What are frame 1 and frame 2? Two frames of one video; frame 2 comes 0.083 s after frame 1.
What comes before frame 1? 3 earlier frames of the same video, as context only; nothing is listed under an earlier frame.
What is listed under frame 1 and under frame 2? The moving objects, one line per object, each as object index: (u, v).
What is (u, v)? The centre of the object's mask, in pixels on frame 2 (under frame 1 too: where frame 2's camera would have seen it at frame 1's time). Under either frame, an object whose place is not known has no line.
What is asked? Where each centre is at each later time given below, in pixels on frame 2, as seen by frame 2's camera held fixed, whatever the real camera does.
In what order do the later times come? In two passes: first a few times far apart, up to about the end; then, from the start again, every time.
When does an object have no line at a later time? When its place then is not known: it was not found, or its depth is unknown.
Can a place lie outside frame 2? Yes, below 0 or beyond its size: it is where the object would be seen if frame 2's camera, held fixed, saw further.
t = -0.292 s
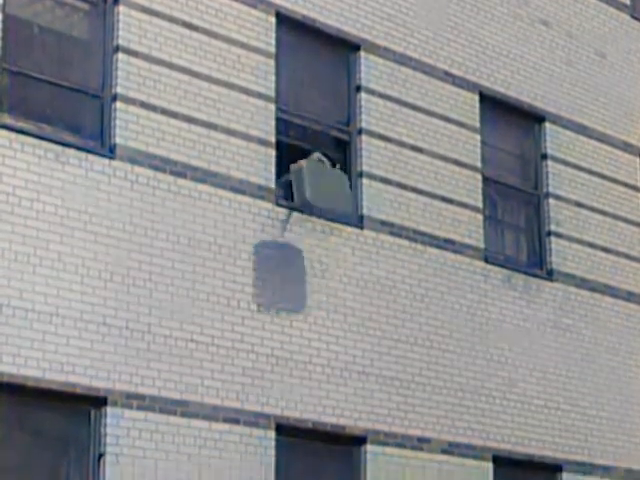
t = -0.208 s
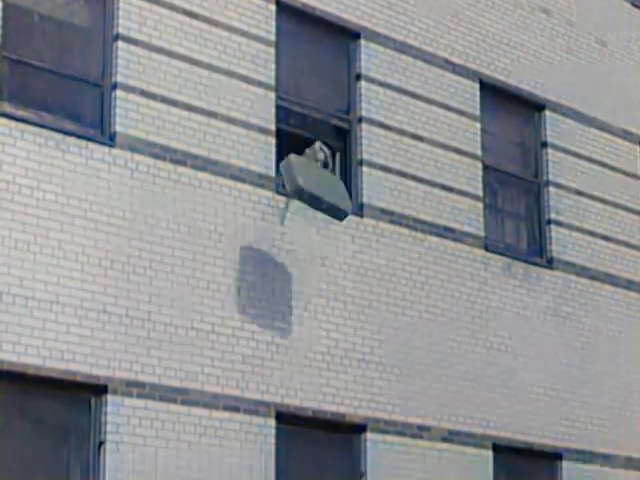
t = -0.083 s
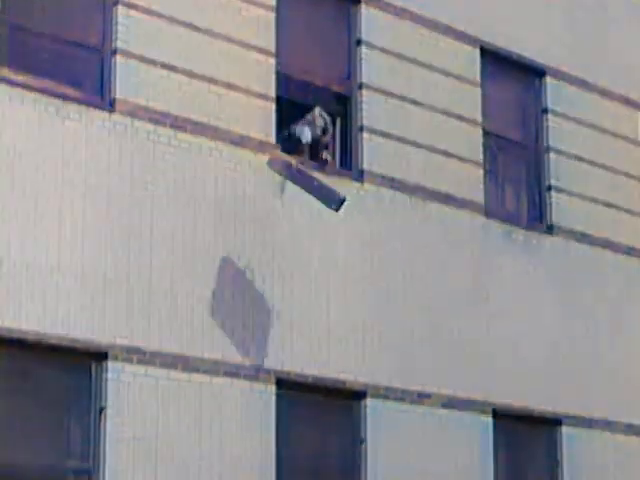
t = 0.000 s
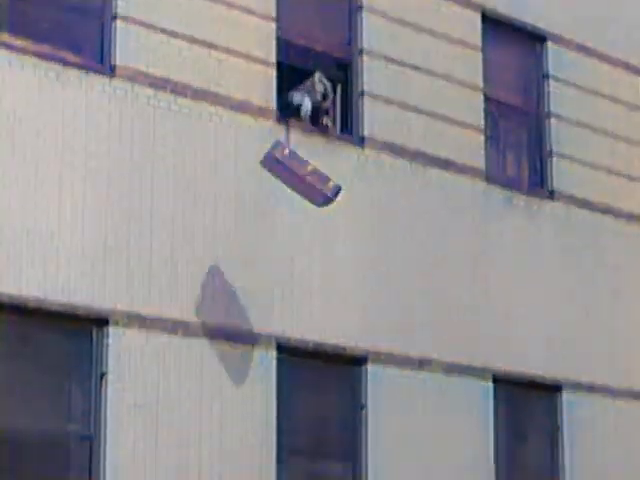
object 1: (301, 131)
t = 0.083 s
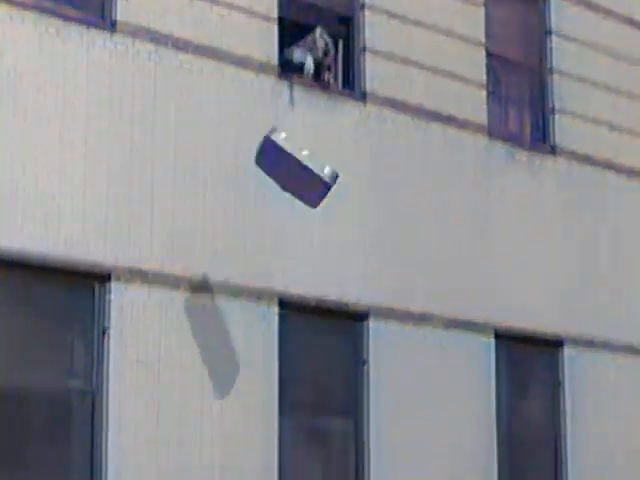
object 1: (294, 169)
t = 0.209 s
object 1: (286, 242)
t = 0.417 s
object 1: (275, 422)
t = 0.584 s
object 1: (252, 632)
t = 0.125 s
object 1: (292, 190)
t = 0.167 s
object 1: (289, 215)
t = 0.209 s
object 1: (286, 242)
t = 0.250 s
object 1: (283, 272)
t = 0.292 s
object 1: (281, 305)
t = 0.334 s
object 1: (278, 340)
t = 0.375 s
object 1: (278, 380)
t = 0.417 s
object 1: (275, 422)
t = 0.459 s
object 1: (272, 468)
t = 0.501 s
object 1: (267, 518)
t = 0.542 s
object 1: (261, 569)
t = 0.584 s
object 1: (252, 632)
